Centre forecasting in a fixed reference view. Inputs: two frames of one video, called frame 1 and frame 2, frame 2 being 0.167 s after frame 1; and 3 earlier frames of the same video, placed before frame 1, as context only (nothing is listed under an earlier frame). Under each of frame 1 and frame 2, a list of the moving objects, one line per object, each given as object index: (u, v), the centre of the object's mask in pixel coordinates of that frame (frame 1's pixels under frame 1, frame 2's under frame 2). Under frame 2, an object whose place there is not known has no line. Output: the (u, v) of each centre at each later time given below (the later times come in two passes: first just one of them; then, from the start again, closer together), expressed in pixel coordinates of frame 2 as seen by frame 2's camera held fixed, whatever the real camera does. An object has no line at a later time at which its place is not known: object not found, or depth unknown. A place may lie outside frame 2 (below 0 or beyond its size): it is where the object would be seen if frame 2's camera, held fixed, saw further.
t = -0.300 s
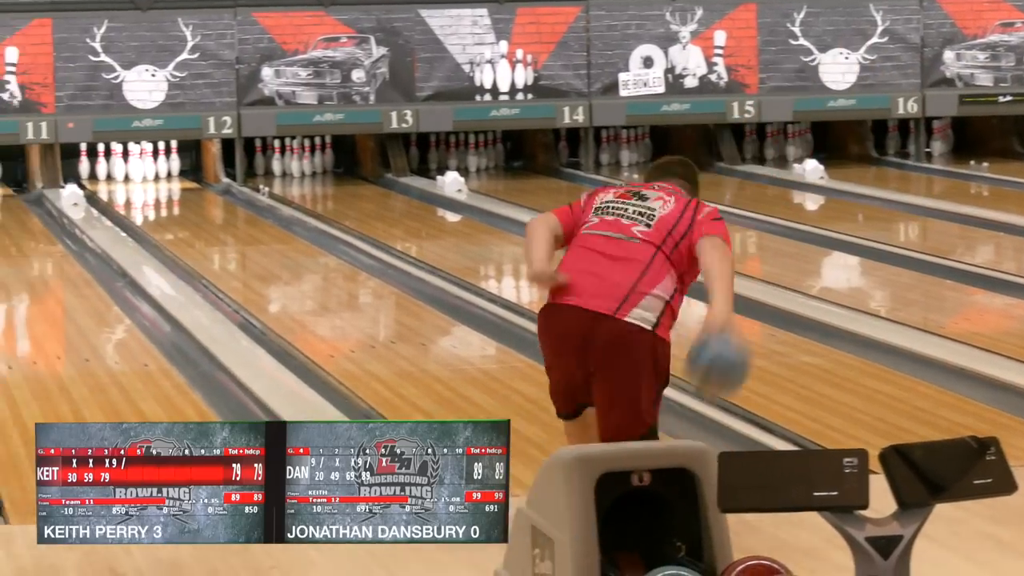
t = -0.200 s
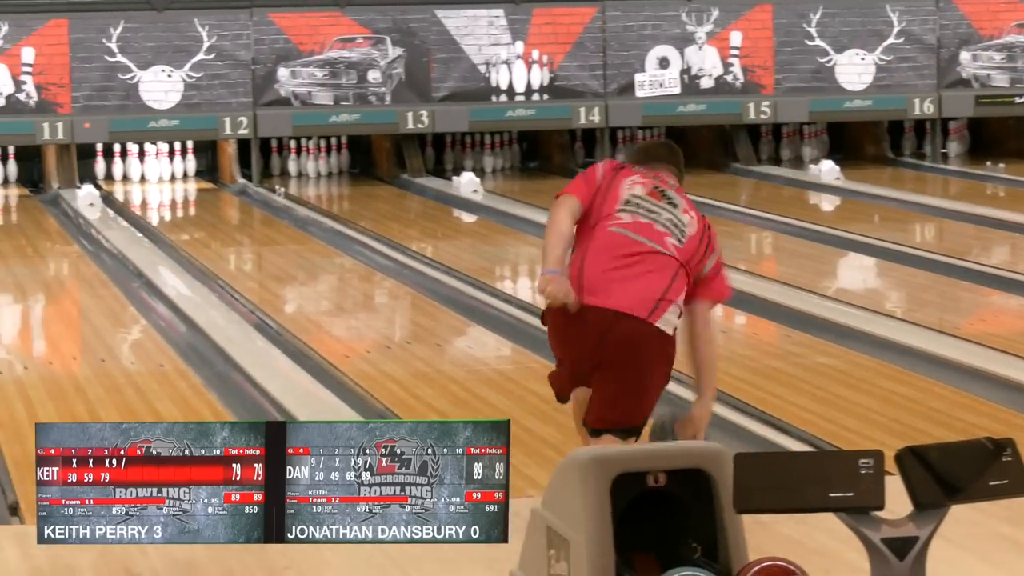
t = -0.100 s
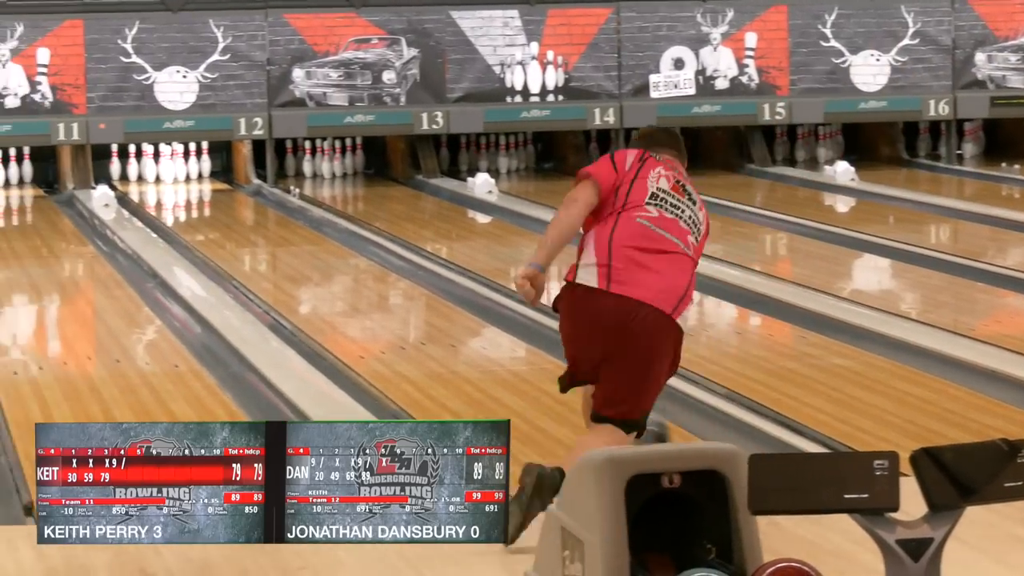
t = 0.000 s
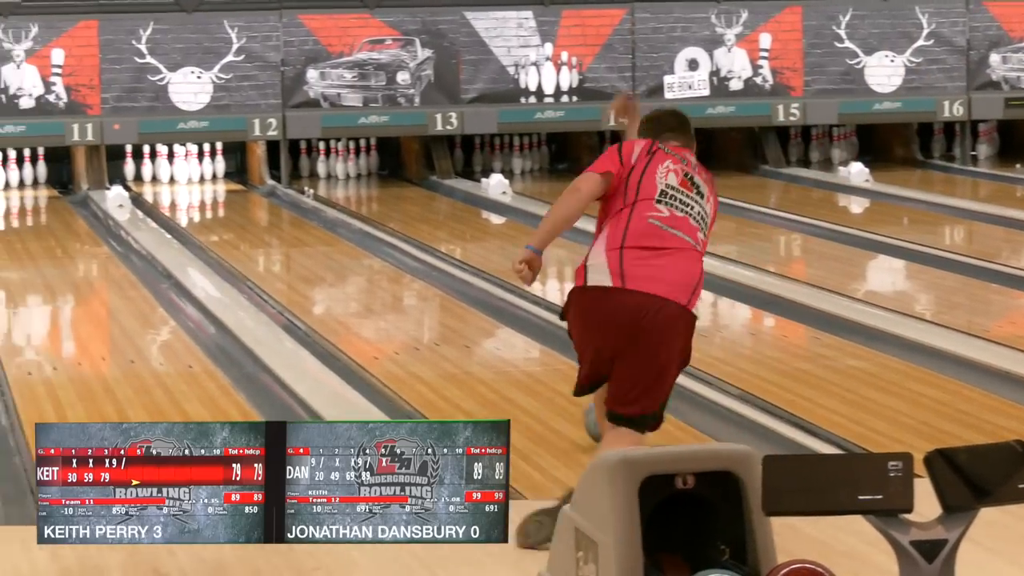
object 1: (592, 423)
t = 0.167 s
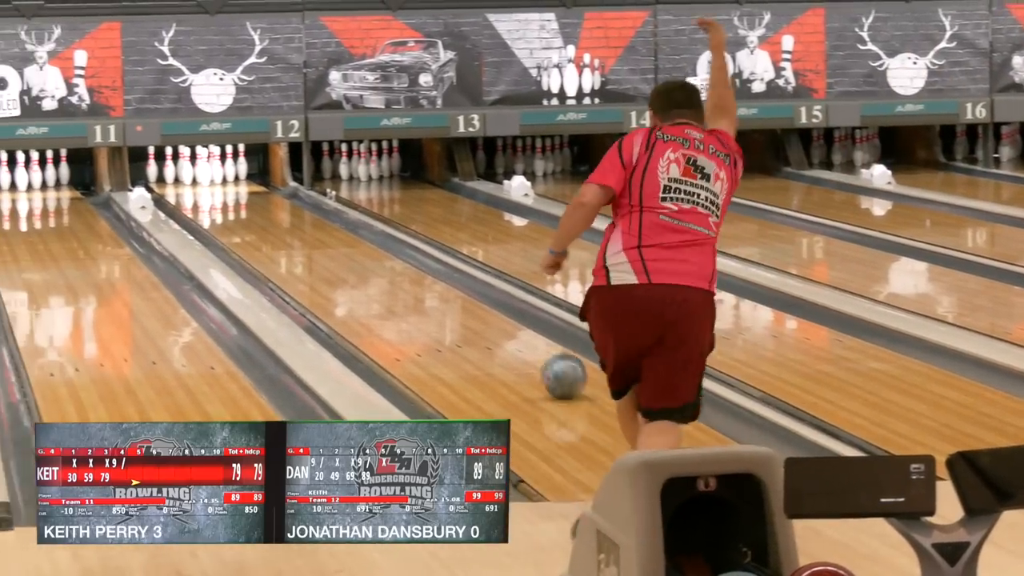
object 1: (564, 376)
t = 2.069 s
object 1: (218, 176)
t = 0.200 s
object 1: (552, 368)
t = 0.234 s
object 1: (541, 360)
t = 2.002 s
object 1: (223, 176)
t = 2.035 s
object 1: (221, 174)
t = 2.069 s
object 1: (218, 176)
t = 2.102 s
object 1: (217, 176)
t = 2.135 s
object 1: (217, 175)
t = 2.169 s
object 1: (214, 175)
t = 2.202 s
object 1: (215, 176)
